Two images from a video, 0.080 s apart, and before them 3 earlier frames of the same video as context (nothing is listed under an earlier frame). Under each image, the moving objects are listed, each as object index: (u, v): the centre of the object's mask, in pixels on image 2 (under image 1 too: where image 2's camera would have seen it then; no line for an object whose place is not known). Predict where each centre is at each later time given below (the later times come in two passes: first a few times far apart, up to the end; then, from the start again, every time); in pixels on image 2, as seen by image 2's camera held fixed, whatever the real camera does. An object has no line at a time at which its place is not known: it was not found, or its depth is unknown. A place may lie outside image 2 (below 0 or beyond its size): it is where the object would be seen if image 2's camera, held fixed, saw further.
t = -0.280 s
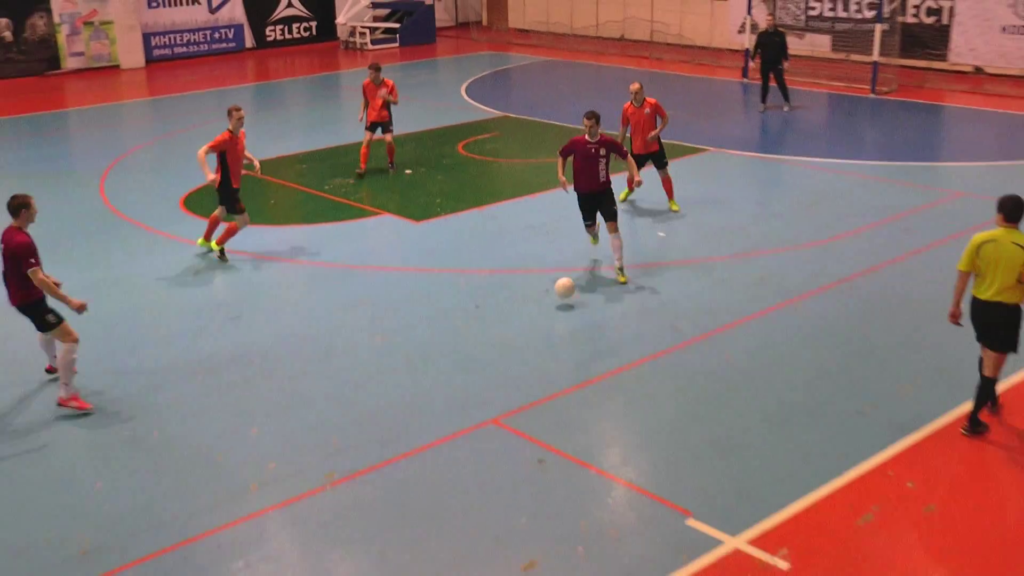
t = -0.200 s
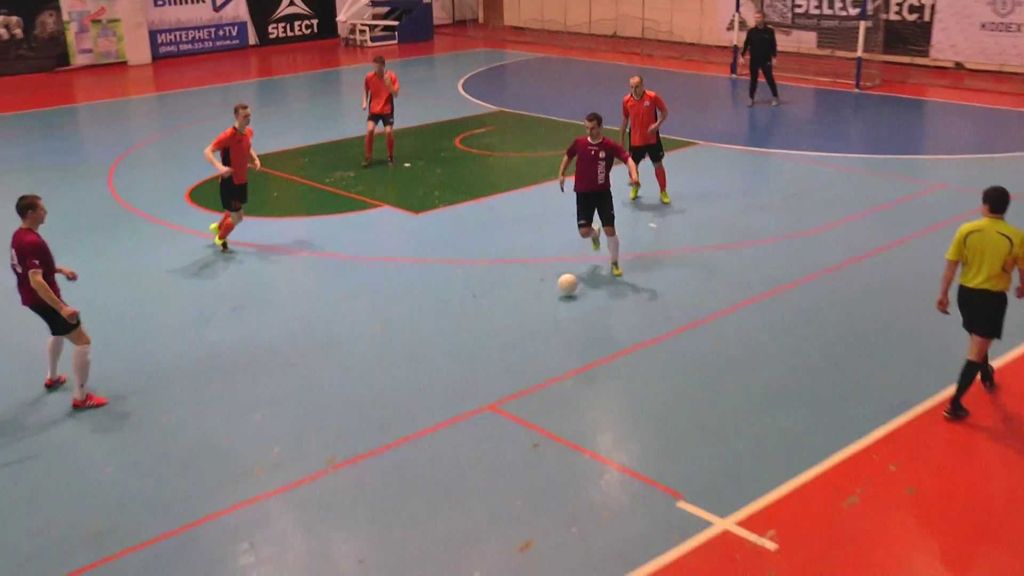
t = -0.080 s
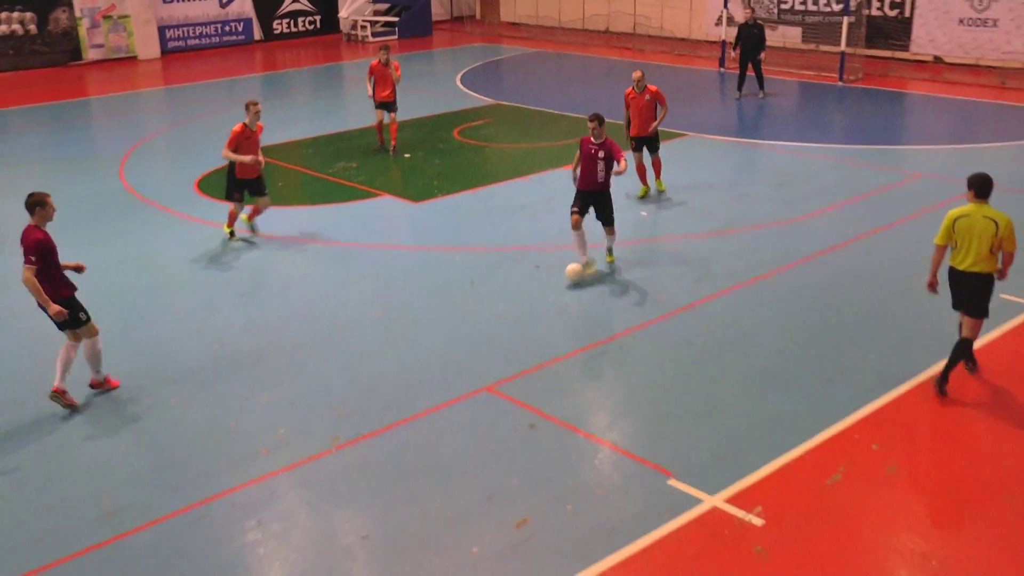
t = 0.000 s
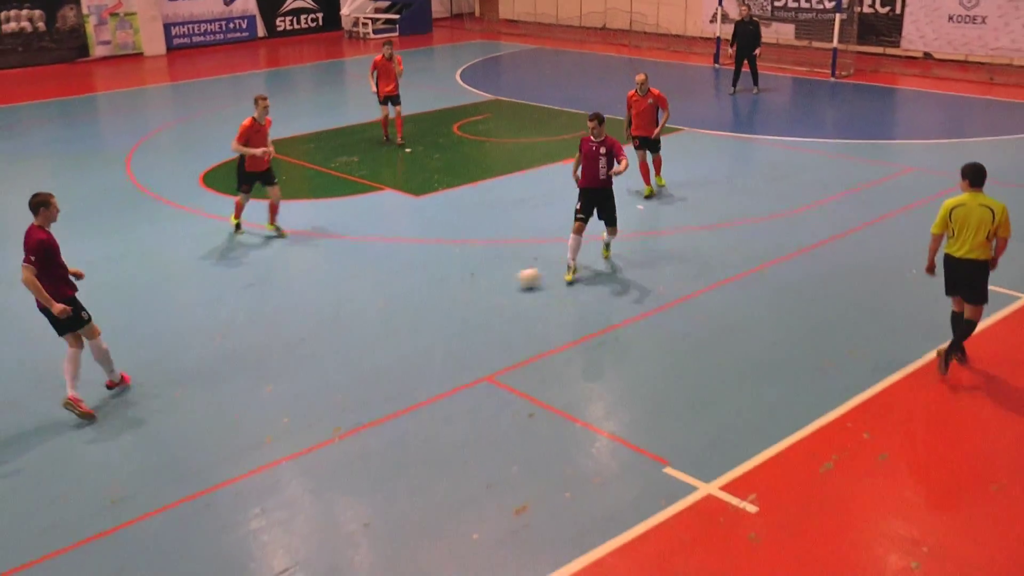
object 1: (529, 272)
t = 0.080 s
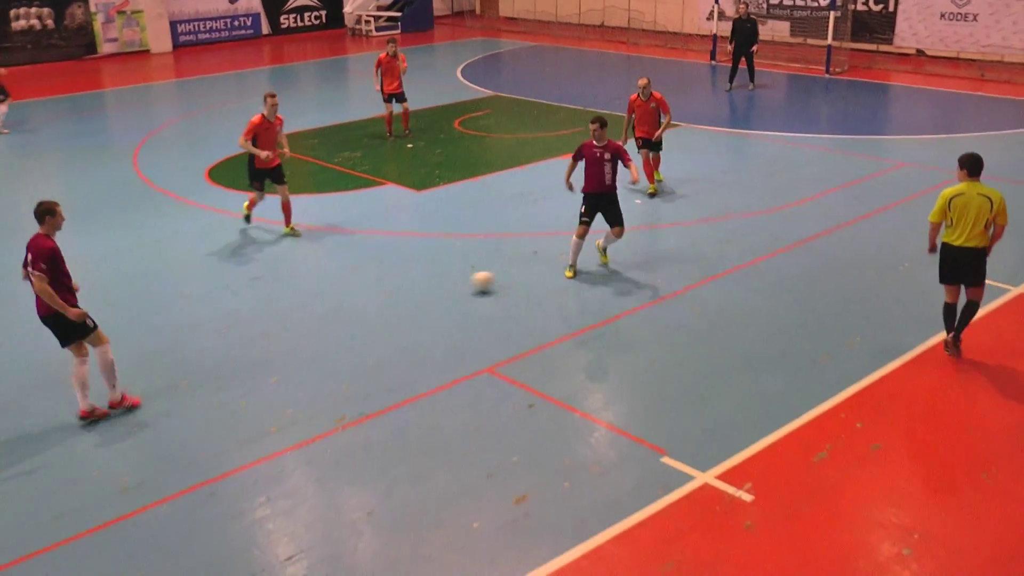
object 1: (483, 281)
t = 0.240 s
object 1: (392, 303)
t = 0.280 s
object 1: (371, 307)
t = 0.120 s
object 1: (459, 287)
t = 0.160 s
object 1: (436, 292)
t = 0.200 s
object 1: (414, 298)
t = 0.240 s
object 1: (392, 303)
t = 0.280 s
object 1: (371, 307)
